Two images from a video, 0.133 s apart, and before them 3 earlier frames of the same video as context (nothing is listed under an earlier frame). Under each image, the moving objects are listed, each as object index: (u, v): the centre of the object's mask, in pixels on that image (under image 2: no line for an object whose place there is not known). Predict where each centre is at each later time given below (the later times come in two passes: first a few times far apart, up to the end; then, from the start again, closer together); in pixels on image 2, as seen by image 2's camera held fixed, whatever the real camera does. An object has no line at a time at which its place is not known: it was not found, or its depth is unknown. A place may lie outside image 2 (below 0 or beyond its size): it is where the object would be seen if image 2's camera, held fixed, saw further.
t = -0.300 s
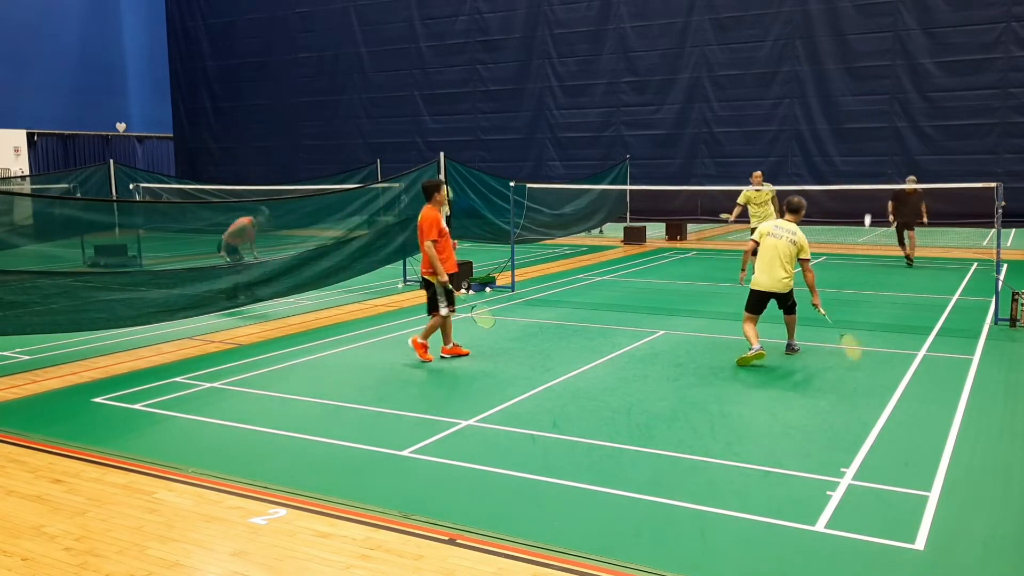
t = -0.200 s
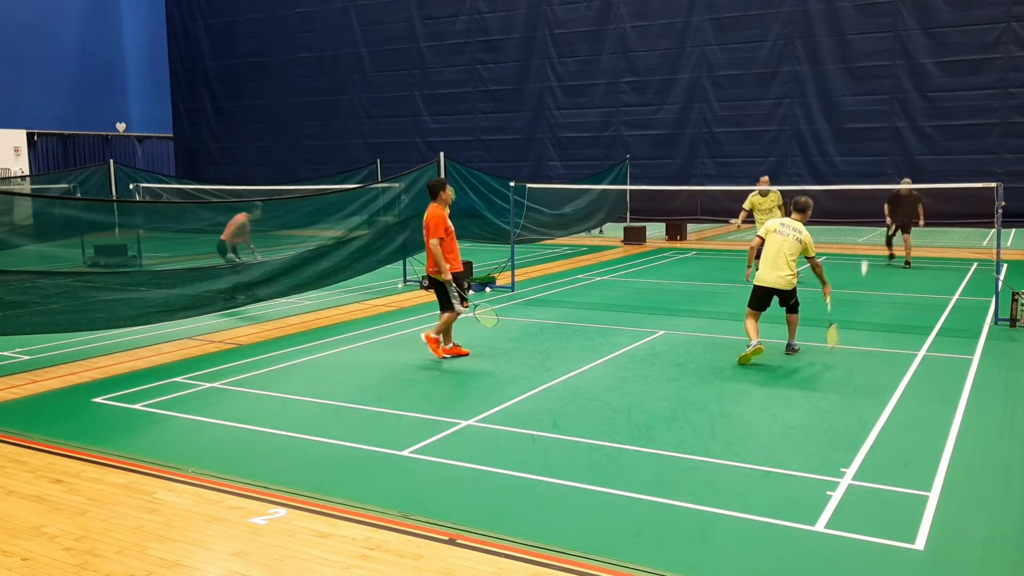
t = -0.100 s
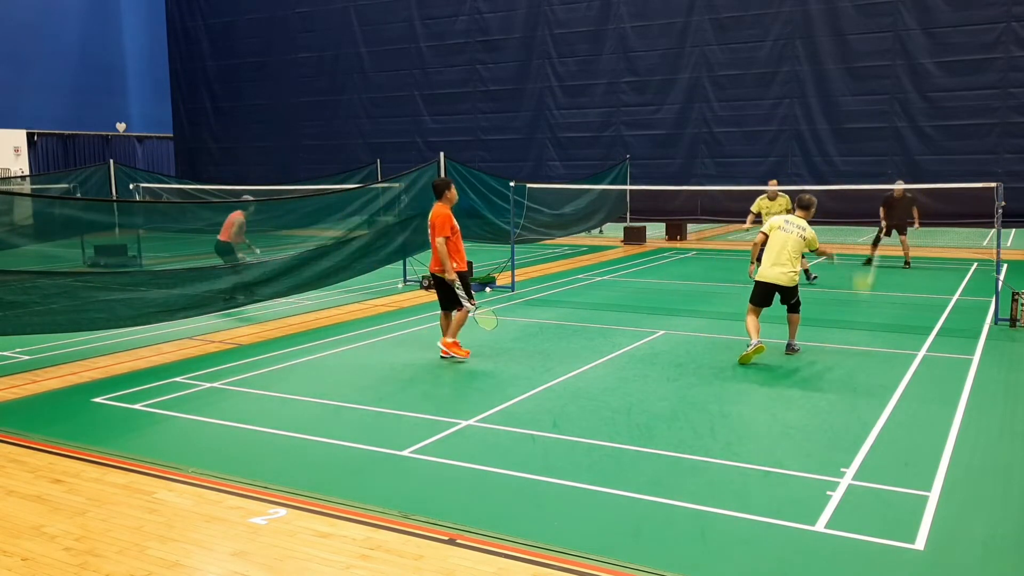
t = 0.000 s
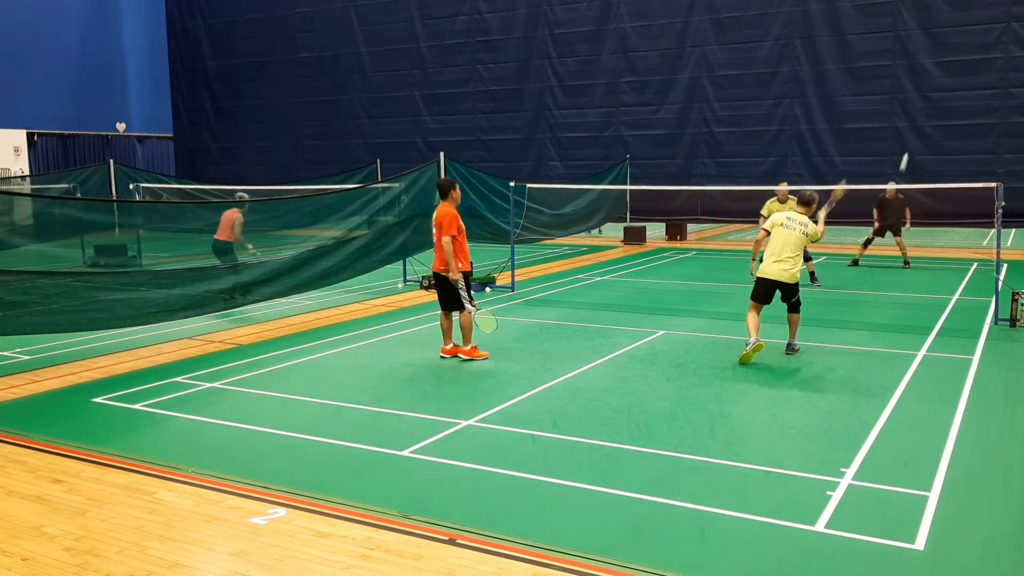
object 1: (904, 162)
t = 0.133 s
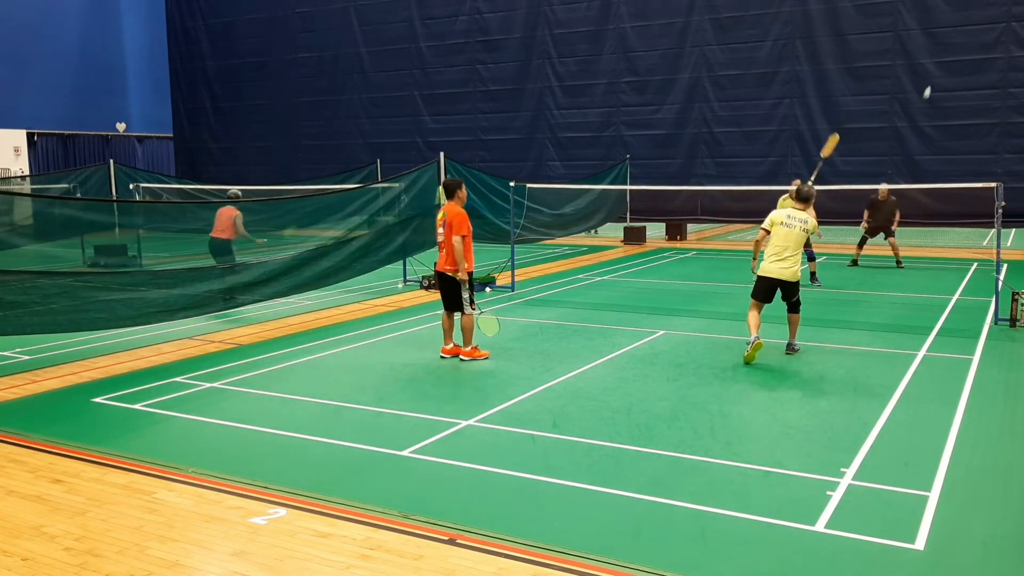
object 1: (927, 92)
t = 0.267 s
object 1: (942, 58)
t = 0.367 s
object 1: (950, 46)
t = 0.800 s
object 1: (975, 76)
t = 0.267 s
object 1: (942, 58)
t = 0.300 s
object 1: (945, 53)
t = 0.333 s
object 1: (948, 49)
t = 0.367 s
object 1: (950, 46)
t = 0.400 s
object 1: (953, 44)
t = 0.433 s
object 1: (955, 42)
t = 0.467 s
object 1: (958, 42)
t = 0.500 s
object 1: (959, 42)
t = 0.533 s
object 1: (961, 44)
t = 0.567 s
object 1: (963, 46)
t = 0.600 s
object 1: (965, 48)
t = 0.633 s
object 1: (967, 51)
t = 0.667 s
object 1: (969, 55)
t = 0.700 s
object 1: (970, 60)
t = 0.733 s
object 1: (972, 65)
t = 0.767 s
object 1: (973, 70)
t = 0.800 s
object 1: (975, 76)
